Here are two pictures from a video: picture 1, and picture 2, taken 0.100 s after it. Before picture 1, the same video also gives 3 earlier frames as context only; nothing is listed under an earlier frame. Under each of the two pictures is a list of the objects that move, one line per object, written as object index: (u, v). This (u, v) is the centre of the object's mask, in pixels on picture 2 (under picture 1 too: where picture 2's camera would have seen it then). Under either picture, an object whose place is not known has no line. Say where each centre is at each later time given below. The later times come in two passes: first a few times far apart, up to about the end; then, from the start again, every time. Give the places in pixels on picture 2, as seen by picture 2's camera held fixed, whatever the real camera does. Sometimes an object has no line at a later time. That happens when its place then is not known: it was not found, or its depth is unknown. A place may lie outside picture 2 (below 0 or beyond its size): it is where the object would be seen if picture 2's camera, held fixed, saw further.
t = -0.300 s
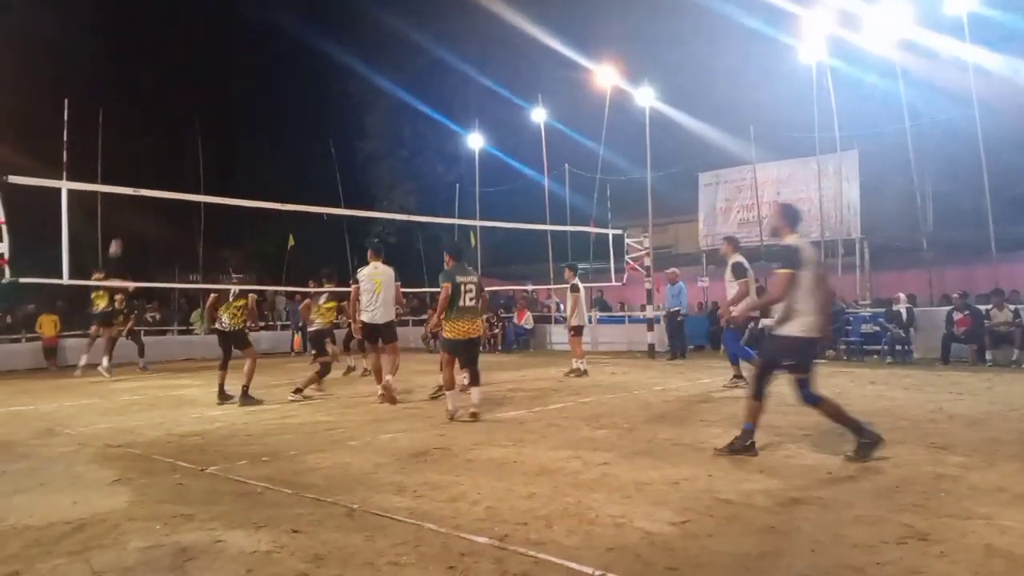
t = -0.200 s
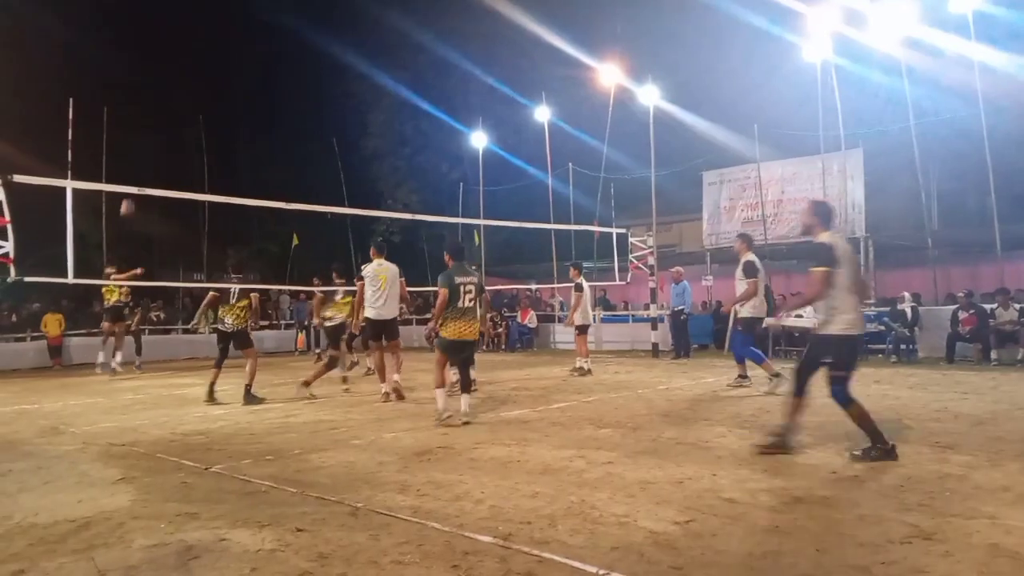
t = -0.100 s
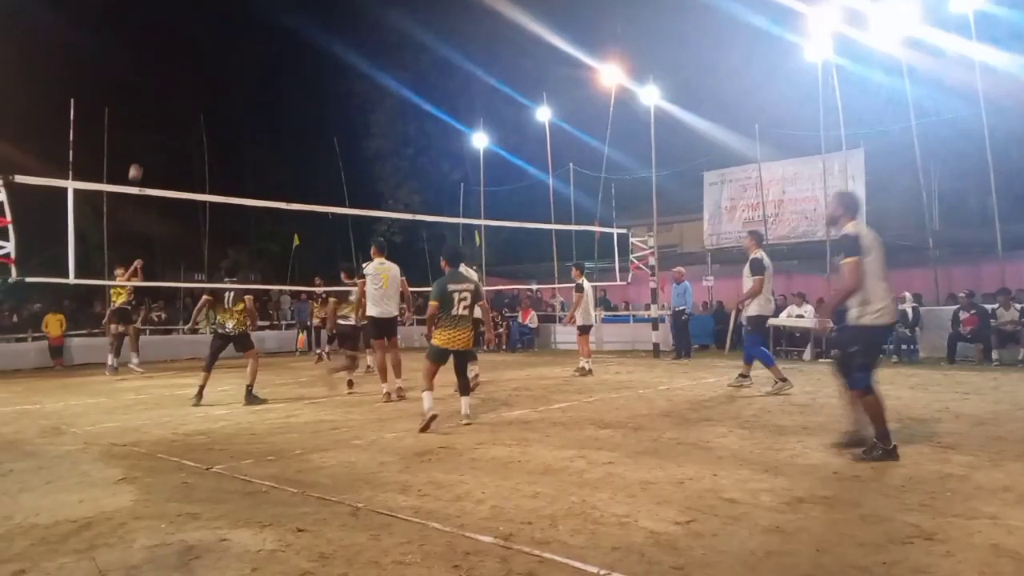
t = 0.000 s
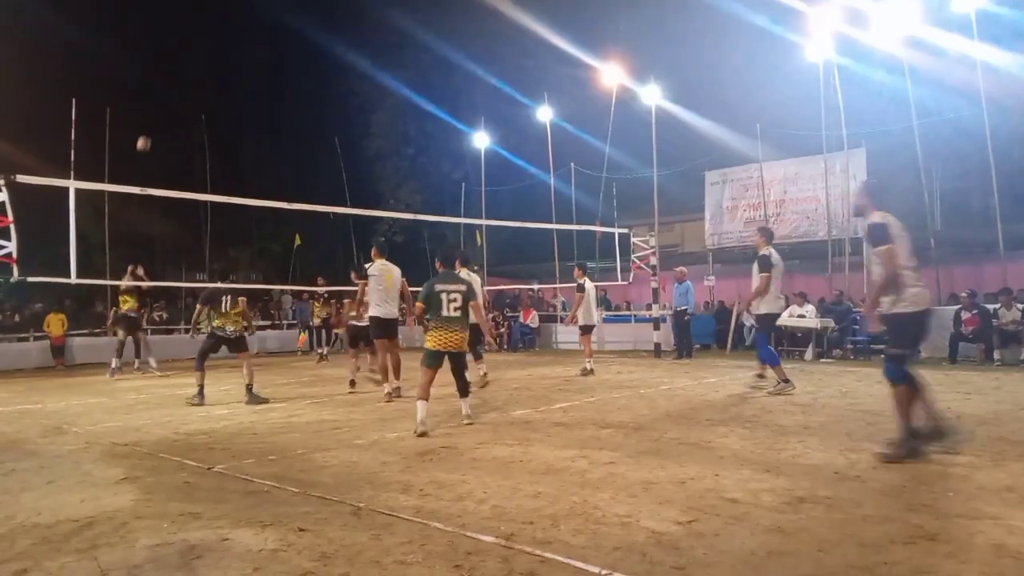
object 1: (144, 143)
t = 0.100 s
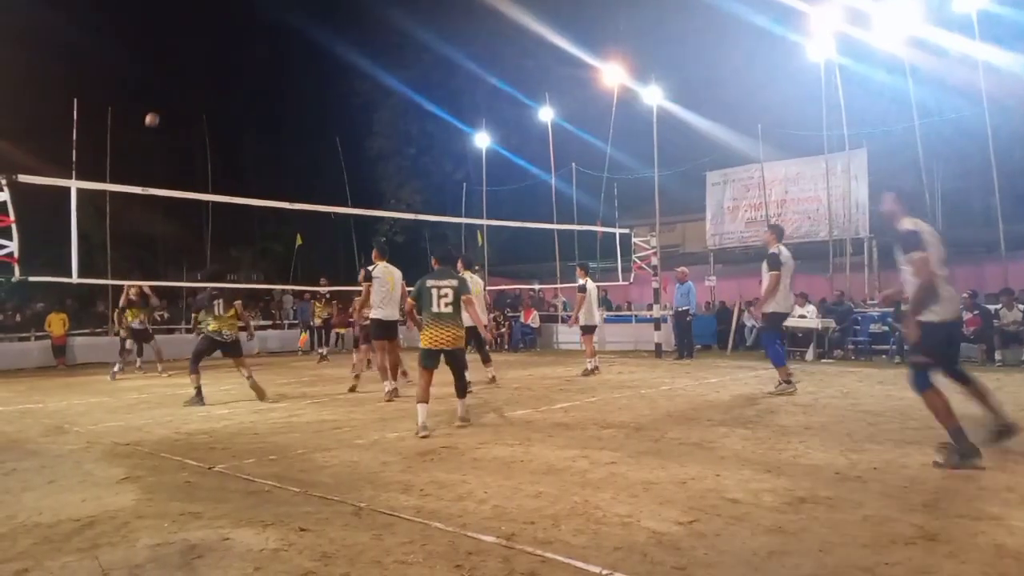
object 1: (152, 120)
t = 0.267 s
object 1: (163, 93)
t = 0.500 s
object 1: (179, 80)
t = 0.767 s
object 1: (200, 105)
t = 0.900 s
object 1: (211, 133)
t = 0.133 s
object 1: (154, 113)
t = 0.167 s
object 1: (156, 107)
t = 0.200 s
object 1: (158, 102)
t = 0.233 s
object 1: (161, 97)
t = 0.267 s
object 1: (163, 93)
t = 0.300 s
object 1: (165, 89)
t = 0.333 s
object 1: (168, 86)
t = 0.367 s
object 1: (170, 83)
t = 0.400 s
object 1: (172, 82)
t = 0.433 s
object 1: (175, 81)
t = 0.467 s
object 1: (177, 80)
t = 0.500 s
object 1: (179, 80)
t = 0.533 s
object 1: (182, 81)
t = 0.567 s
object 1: (185, 82)
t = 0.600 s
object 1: (187, 84)
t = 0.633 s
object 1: (189, 87)
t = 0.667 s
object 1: (192, 91)
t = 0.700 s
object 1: (195, 95)
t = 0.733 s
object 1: (198, 100)
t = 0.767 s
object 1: (200, 105)
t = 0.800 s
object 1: (203, 111)
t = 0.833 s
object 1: (206, 118)
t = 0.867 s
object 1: (208, 125)
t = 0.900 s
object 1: (211, 133)
